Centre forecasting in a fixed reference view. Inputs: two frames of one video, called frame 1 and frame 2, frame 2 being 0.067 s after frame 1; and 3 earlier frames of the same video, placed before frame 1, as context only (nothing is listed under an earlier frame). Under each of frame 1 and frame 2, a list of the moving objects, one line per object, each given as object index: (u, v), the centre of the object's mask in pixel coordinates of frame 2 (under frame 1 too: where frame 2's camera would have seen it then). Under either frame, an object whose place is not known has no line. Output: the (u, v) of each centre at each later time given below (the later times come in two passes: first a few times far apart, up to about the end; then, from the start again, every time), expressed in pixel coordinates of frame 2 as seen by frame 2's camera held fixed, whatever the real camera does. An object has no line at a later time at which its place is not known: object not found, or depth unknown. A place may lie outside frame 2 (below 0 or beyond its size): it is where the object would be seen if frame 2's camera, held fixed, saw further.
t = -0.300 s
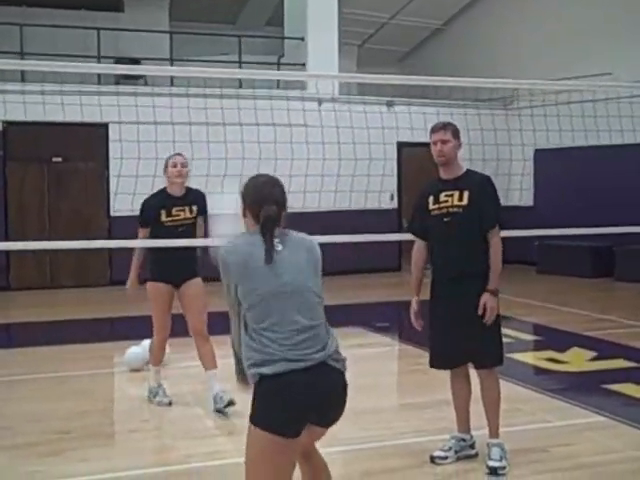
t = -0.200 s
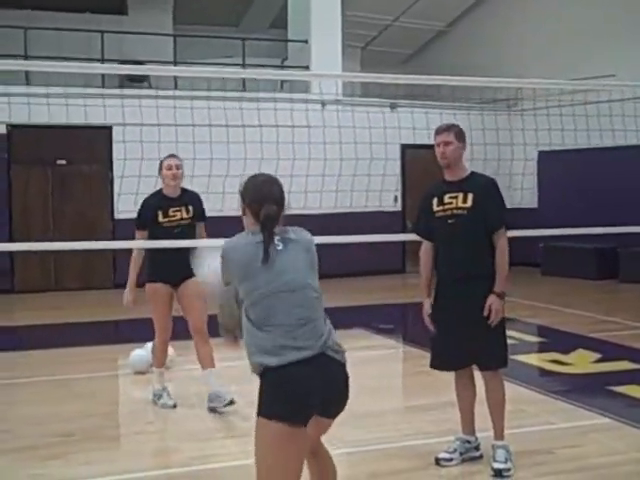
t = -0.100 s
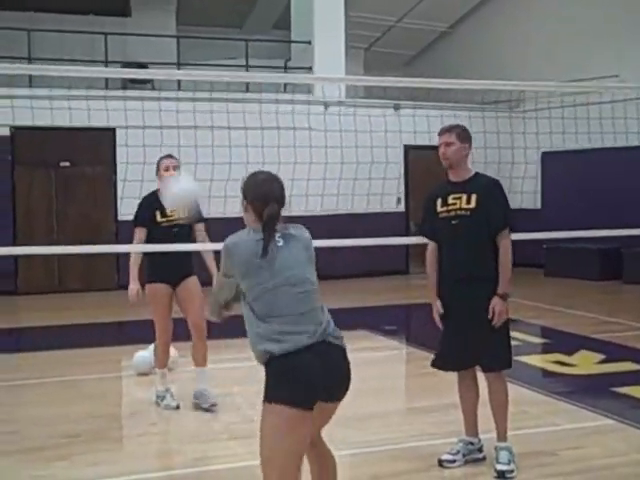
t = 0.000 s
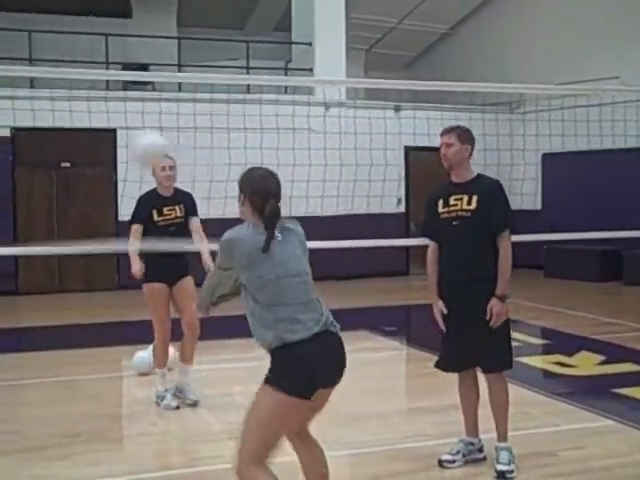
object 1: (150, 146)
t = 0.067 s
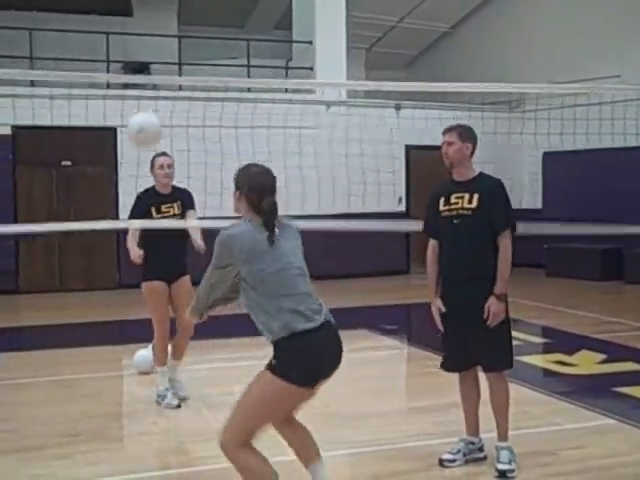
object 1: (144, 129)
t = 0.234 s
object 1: (158, 122)
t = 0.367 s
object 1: (175, 149)
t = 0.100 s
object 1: (146, 123)
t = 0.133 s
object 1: (149, 119)
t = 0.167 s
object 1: (152, 119)
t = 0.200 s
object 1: (155, 119)
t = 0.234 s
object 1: (158, 122)
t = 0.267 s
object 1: (162, 125)
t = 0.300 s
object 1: (166, 129)
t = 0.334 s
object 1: (171, 138)
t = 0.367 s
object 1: (175, 149)
